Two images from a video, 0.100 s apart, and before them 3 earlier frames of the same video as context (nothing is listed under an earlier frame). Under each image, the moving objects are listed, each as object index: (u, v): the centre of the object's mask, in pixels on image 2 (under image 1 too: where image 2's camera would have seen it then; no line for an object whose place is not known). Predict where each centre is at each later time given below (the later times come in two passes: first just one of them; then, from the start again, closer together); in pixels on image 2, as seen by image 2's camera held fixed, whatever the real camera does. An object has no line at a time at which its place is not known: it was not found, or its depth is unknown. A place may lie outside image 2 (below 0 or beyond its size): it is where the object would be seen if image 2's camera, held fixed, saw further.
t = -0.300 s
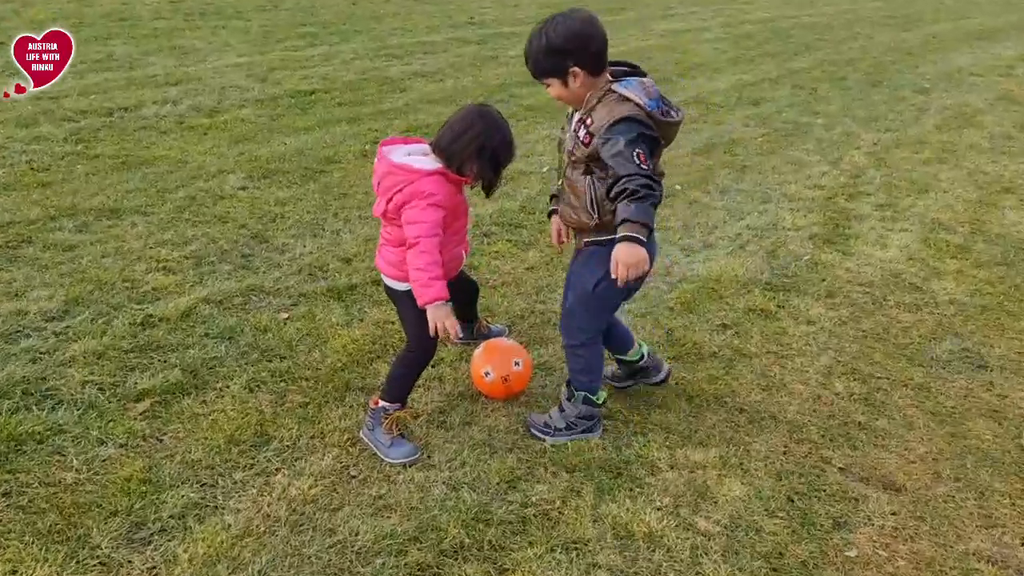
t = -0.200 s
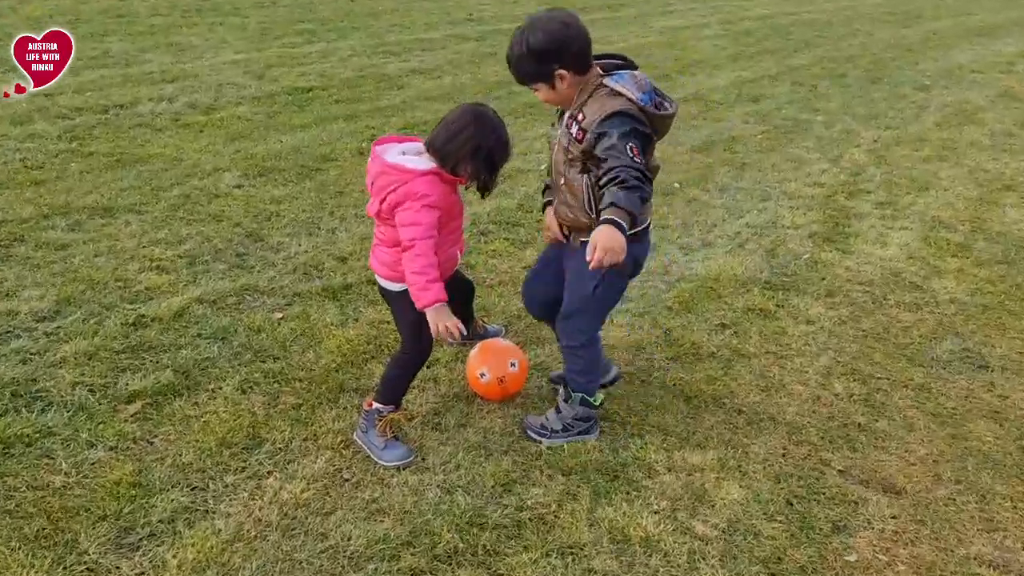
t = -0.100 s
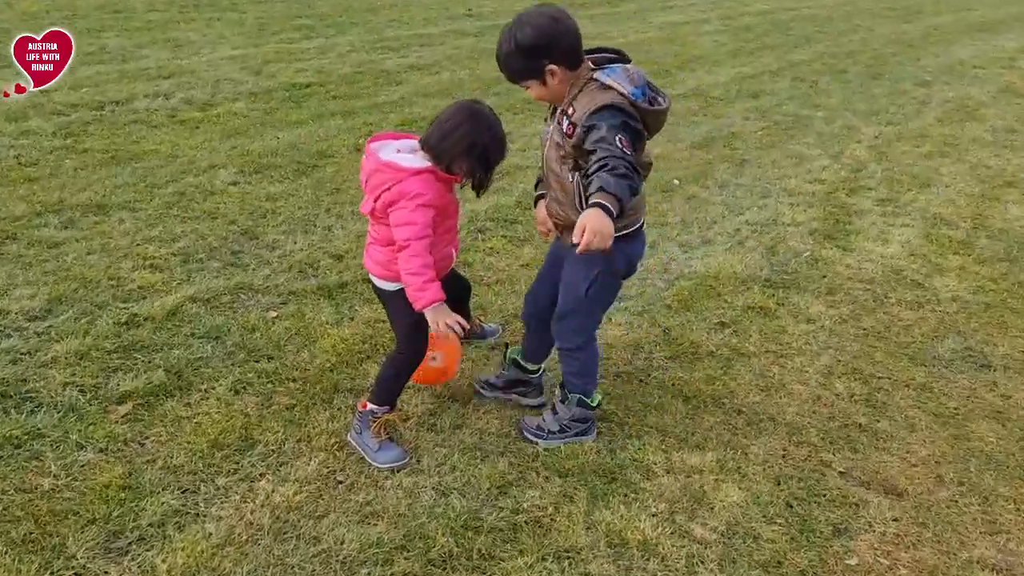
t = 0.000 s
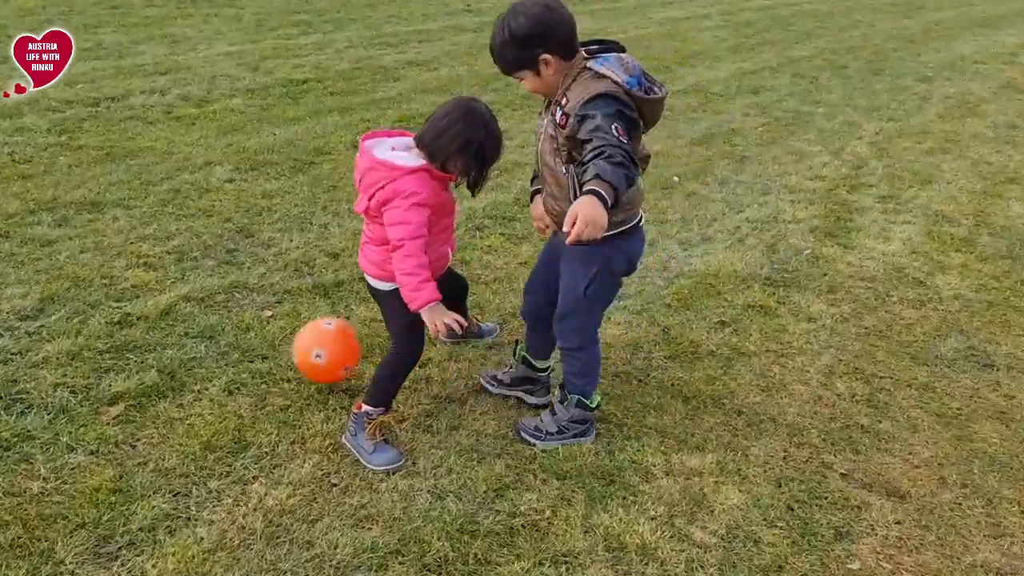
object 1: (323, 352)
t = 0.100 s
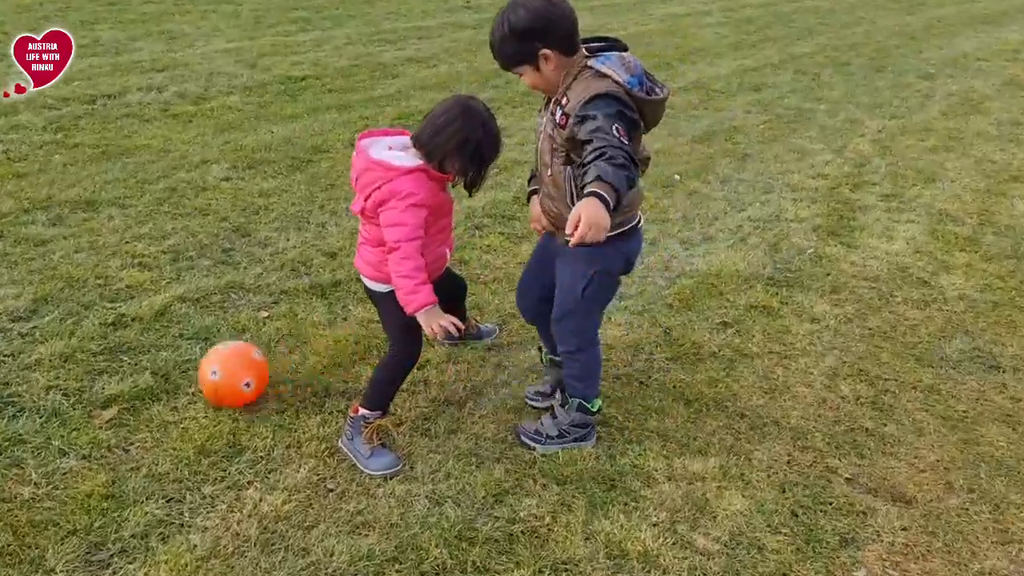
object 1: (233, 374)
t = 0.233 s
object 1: (189, 370)
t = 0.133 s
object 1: (221, 370)
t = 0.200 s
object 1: (200, 367)
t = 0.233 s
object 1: (189, 370)
